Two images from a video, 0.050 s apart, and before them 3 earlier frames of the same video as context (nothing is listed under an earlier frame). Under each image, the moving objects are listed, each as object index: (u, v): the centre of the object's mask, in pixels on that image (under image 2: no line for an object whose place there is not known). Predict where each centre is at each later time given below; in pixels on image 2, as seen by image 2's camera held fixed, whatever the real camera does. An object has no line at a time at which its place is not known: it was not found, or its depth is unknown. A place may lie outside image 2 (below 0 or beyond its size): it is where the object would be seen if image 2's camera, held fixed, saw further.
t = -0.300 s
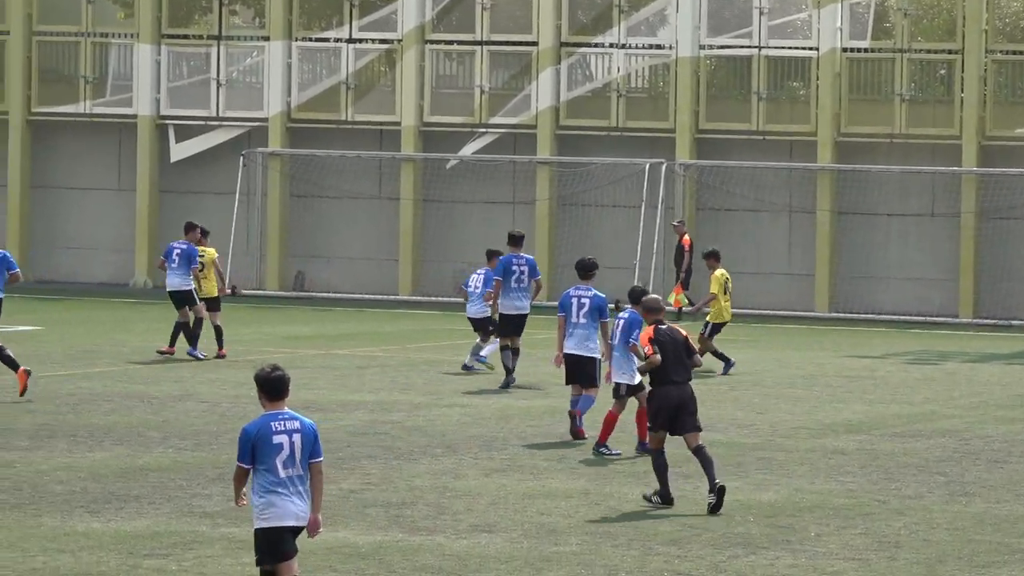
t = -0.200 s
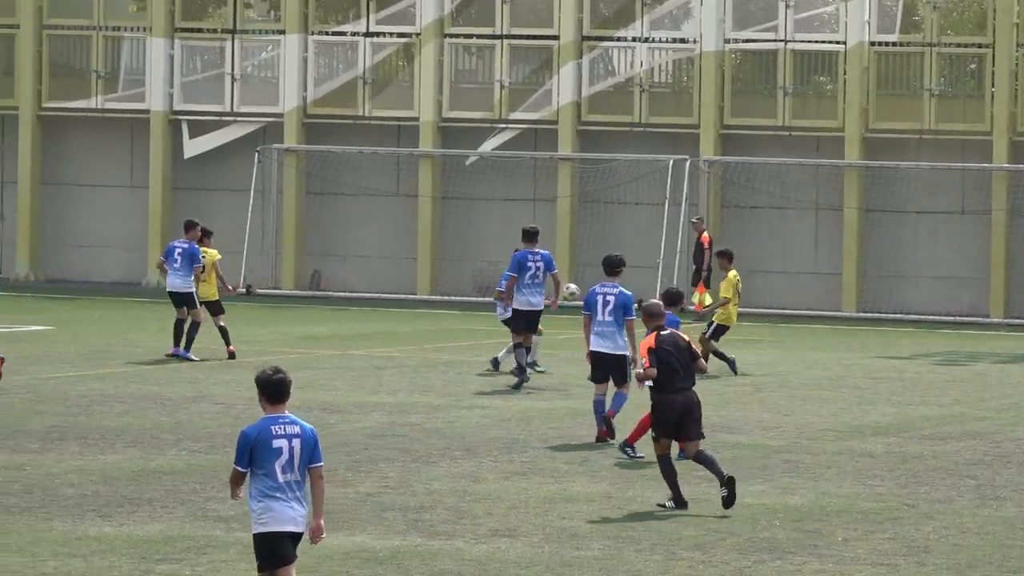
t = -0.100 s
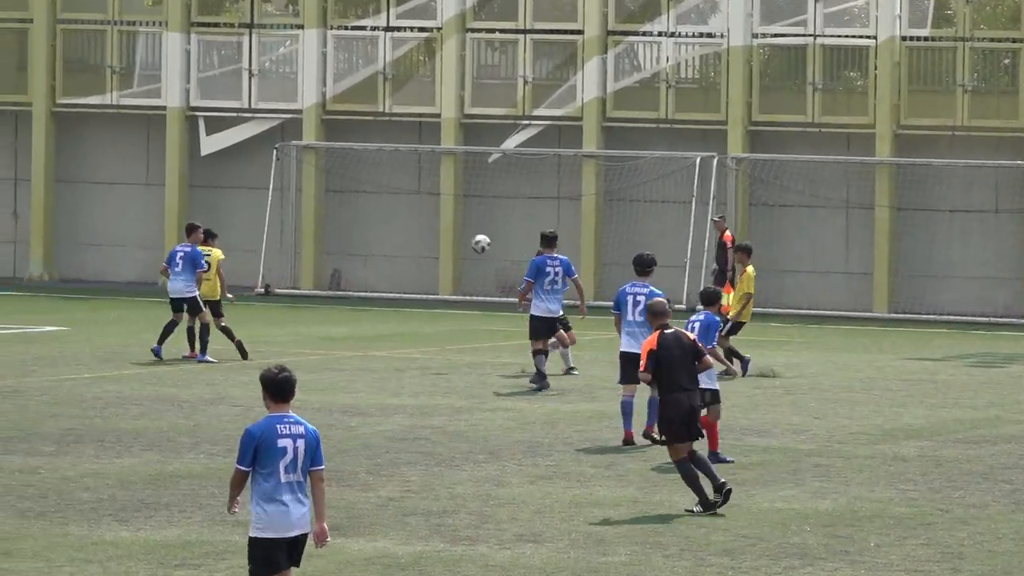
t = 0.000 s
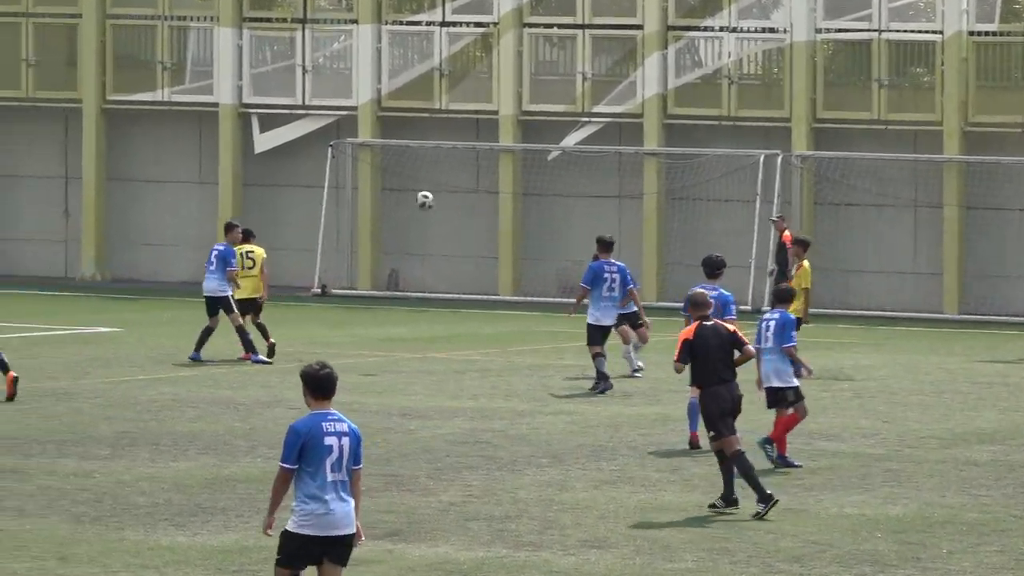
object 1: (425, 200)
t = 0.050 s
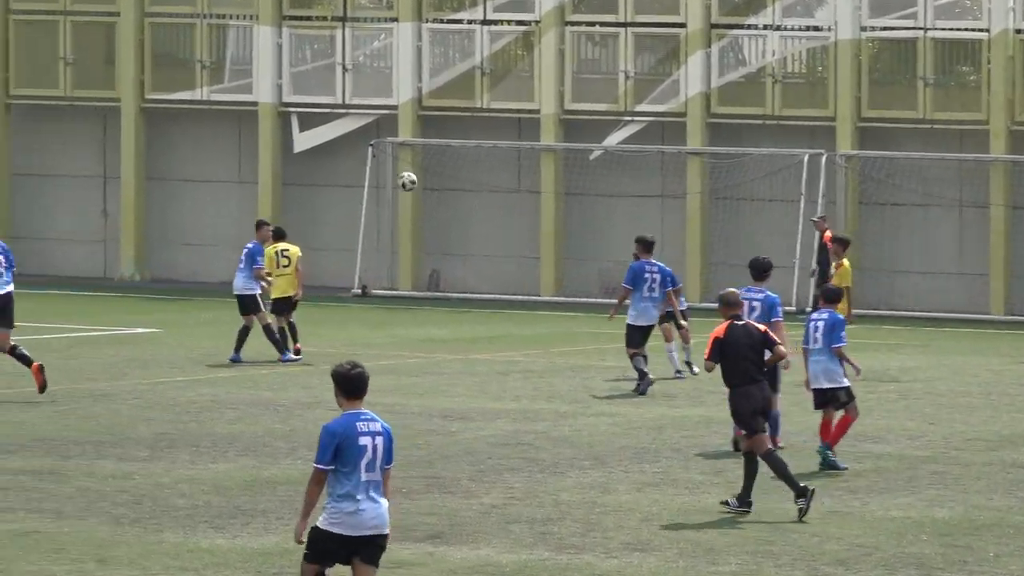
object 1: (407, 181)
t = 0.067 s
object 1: (392, 174)
